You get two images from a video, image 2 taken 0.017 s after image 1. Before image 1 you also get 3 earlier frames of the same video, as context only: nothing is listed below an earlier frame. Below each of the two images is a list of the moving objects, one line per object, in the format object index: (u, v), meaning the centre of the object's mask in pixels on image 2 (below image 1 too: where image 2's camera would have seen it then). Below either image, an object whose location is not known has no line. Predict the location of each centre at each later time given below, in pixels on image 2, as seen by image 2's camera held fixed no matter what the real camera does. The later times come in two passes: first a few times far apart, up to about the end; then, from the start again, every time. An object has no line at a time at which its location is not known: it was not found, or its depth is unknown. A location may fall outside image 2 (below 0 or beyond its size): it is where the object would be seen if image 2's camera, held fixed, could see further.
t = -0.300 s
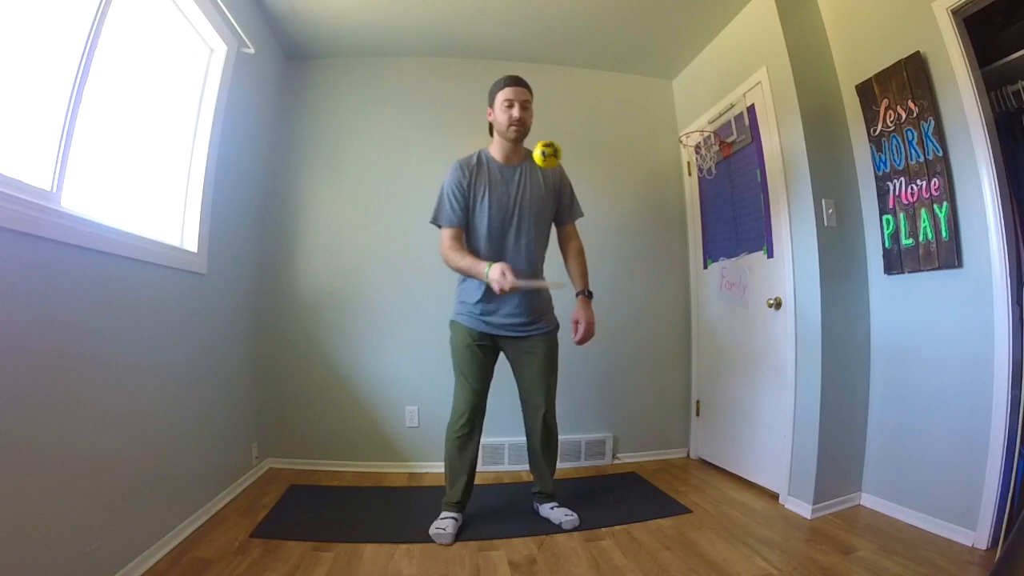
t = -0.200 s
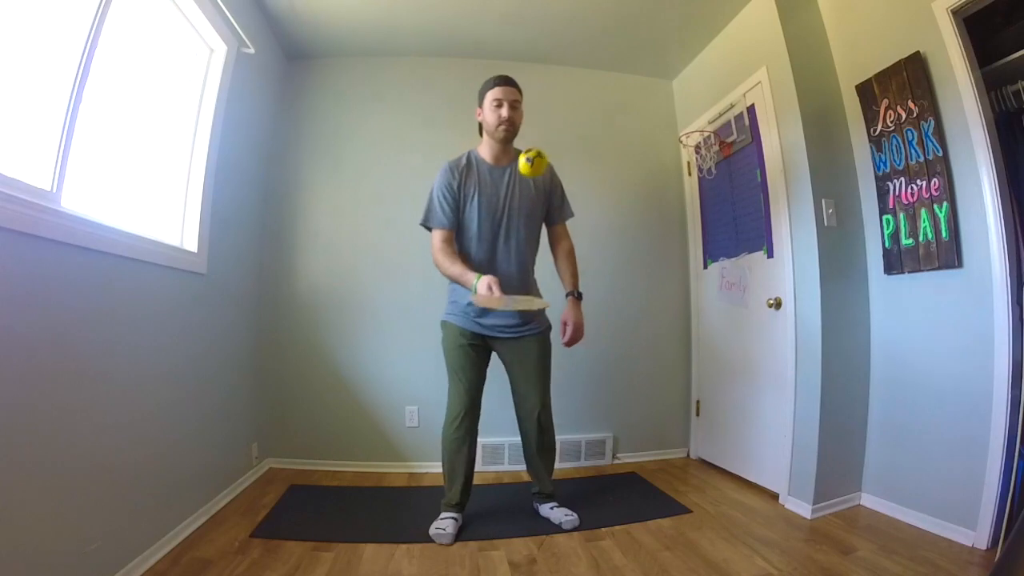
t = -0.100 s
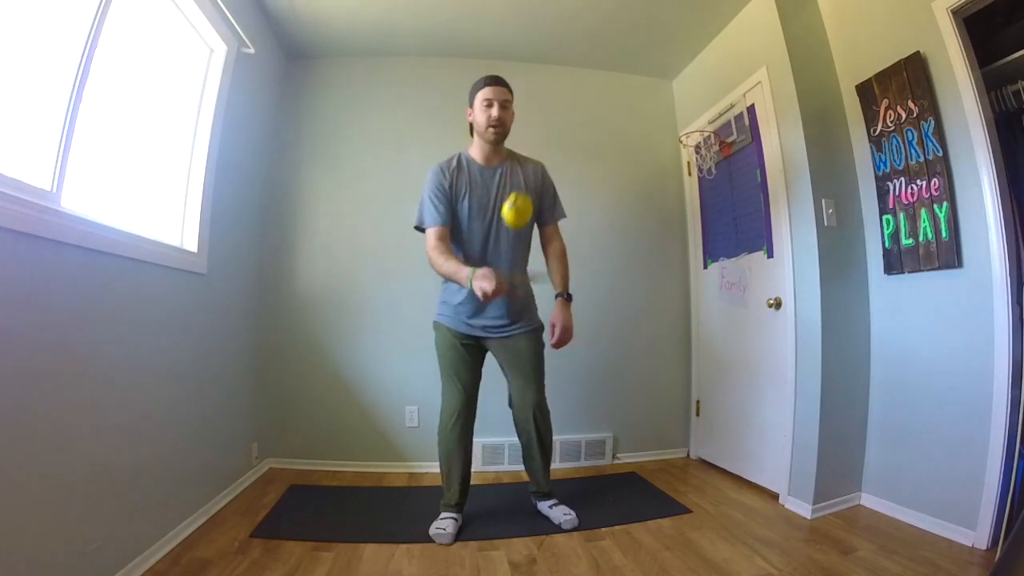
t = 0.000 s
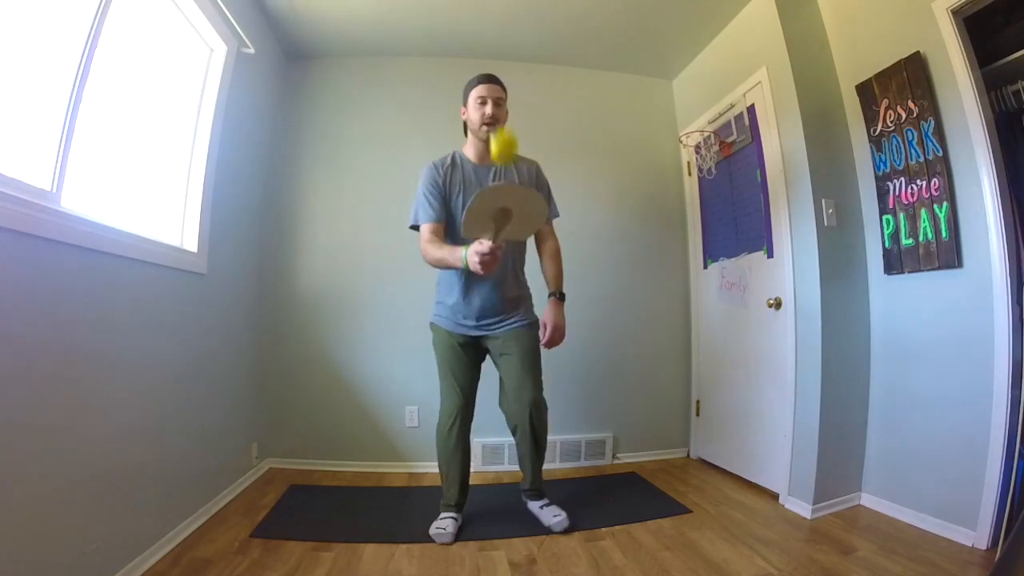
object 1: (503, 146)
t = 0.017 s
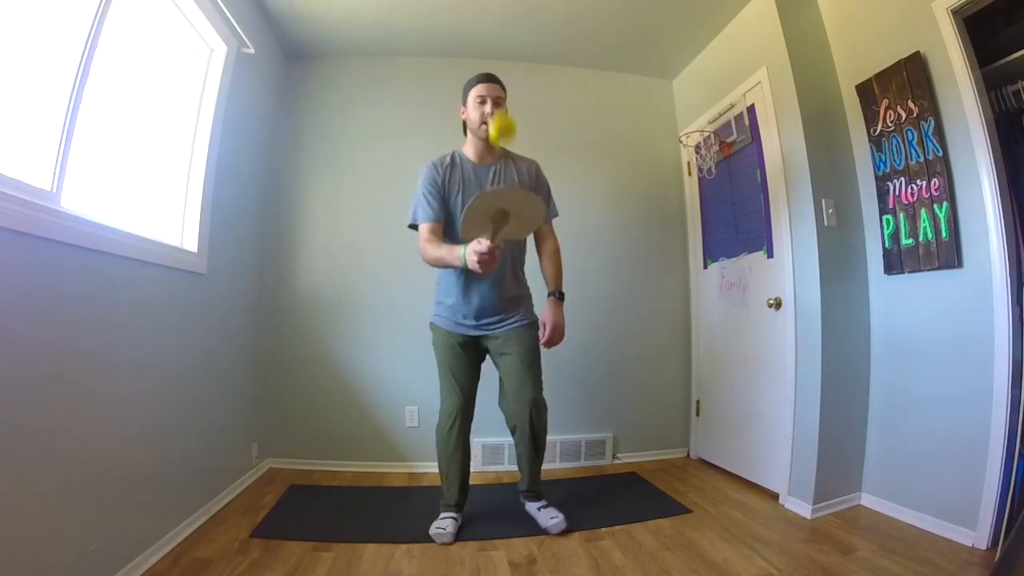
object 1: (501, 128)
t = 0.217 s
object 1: (479, 19)
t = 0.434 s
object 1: (456, 36)
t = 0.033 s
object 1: (499, 112)
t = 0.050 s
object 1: (497, 98)
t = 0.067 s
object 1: (495, 86)
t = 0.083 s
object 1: (493, 74)
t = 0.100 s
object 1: (491, 63)
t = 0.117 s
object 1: (490, 55)
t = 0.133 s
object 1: (488, 47)
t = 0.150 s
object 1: (486, 40)
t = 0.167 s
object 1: (485, 34)
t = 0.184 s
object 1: (483, 28)
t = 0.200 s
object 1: (481, 23)
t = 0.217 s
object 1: (479, 19)
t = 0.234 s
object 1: (477, 16)
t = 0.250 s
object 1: (476, 14)
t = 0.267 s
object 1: (474, 12)
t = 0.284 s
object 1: (472, 12)
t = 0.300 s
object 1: (471, 11)
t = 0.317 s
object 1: (469, 12)
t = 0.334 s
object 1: (467, 13)
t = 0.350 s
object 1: (466, 15)
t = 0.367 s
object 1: (464, 18)
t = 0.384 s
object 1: (462, 21)
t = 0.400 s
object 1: (460, 25)
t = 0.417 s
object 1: (458, 30)
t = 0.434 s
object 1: (456, 36)
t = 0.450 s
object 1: (454, 43)
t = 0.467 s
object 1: (452, 50)
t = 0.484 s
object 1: (449, 58)
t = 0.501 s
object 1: (447, 68)
